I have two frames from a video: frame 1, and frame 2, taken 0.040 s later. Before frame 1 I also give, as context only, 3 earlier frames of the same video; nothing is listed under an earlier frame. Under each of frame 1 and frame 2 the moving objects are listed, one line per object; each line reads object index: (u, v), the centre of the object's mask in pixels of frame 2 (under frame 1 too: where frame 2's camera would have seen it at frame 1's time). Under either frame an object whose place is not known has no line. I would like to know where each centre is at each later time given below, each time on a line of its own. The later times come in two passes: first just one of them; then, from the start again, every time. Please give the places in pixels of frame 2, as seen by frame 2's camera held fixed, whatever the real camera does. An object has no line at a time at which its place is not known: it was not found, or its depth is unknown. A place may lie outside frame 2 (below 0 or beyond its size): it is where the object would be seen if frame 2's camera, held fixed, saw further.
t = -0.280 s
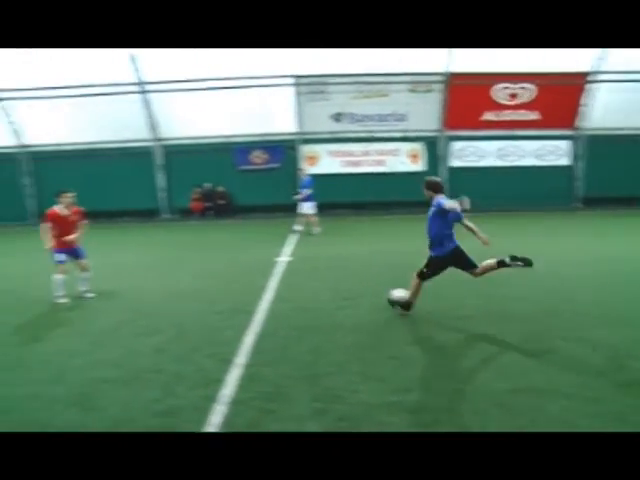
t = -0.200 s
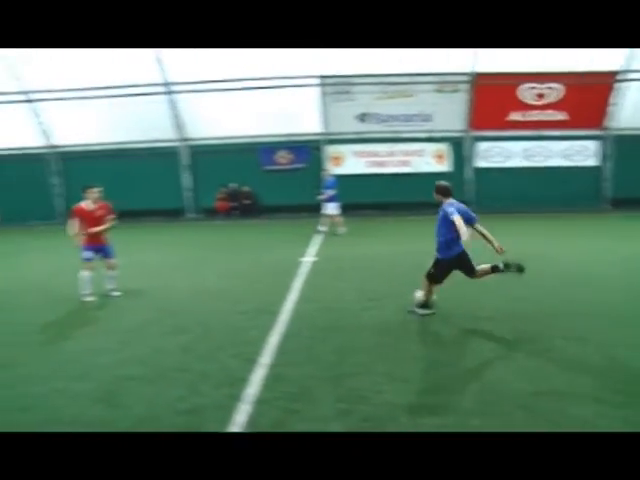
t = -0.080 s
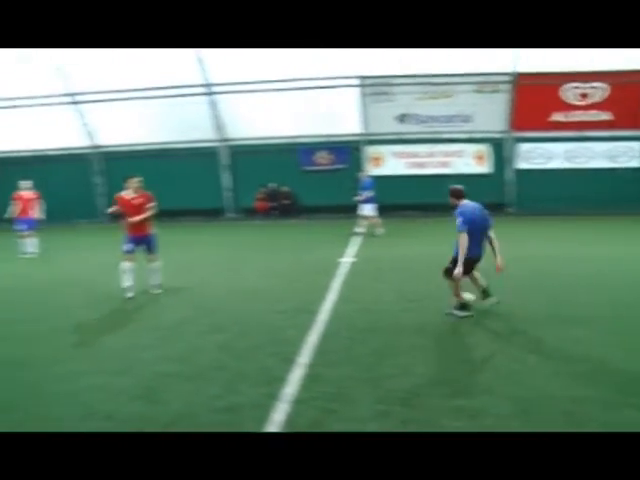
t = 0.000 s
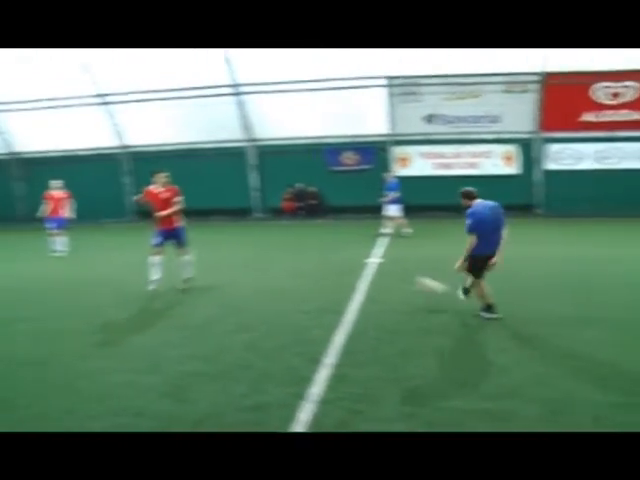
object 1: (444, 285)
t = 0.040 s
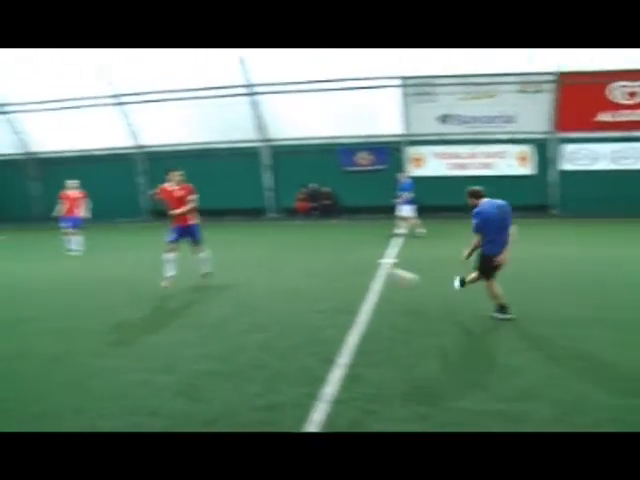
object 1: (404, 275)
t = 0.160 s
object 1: (296, 251)
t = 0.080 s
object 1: (363, 266)
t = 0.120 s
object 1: (329, 259)
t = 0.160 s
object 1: (296, 251)
